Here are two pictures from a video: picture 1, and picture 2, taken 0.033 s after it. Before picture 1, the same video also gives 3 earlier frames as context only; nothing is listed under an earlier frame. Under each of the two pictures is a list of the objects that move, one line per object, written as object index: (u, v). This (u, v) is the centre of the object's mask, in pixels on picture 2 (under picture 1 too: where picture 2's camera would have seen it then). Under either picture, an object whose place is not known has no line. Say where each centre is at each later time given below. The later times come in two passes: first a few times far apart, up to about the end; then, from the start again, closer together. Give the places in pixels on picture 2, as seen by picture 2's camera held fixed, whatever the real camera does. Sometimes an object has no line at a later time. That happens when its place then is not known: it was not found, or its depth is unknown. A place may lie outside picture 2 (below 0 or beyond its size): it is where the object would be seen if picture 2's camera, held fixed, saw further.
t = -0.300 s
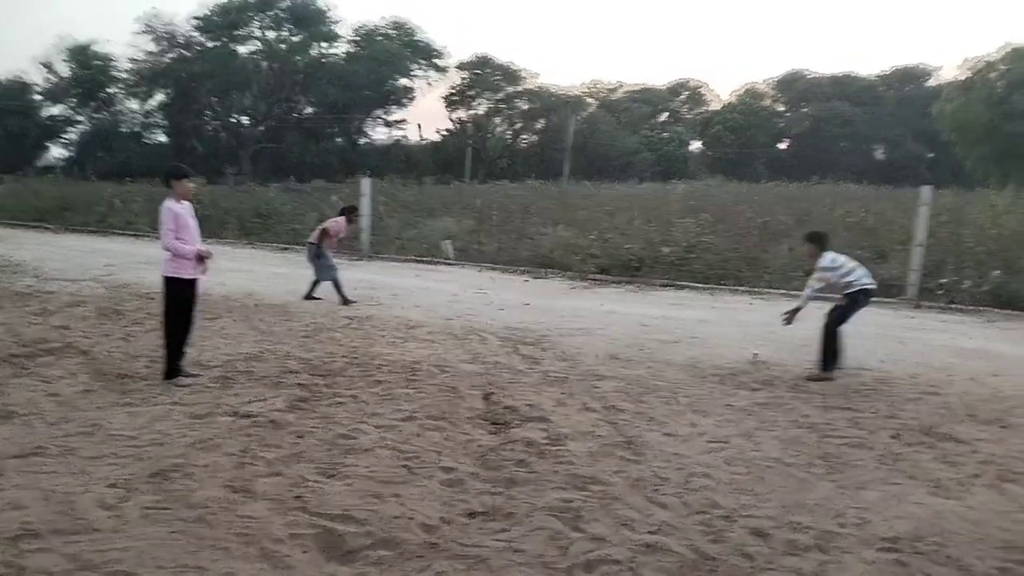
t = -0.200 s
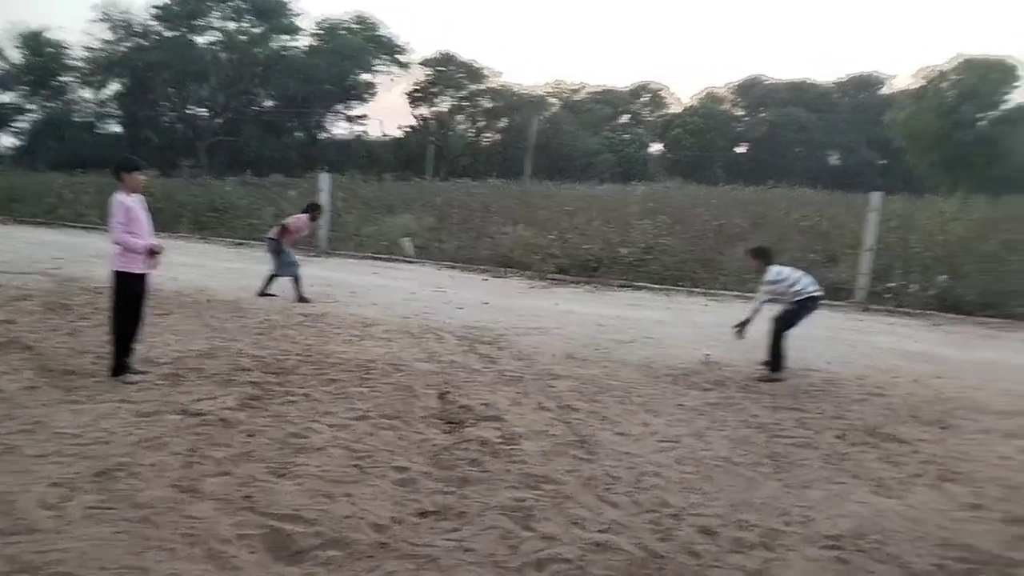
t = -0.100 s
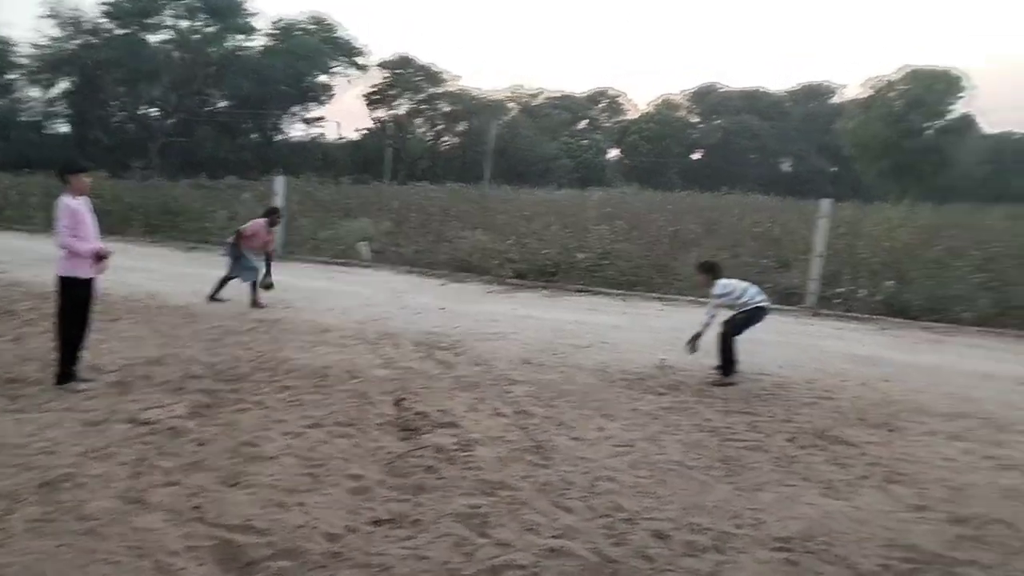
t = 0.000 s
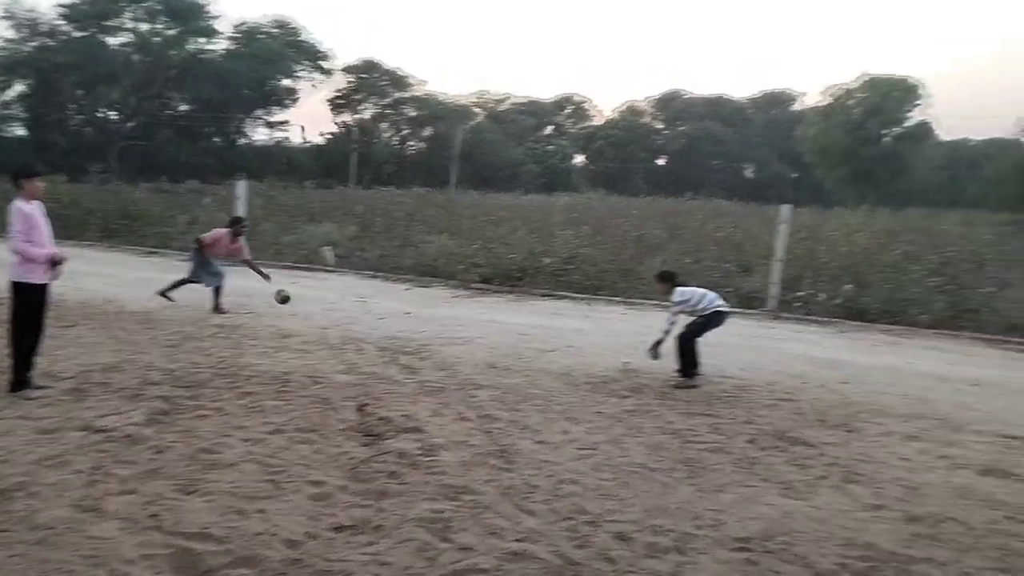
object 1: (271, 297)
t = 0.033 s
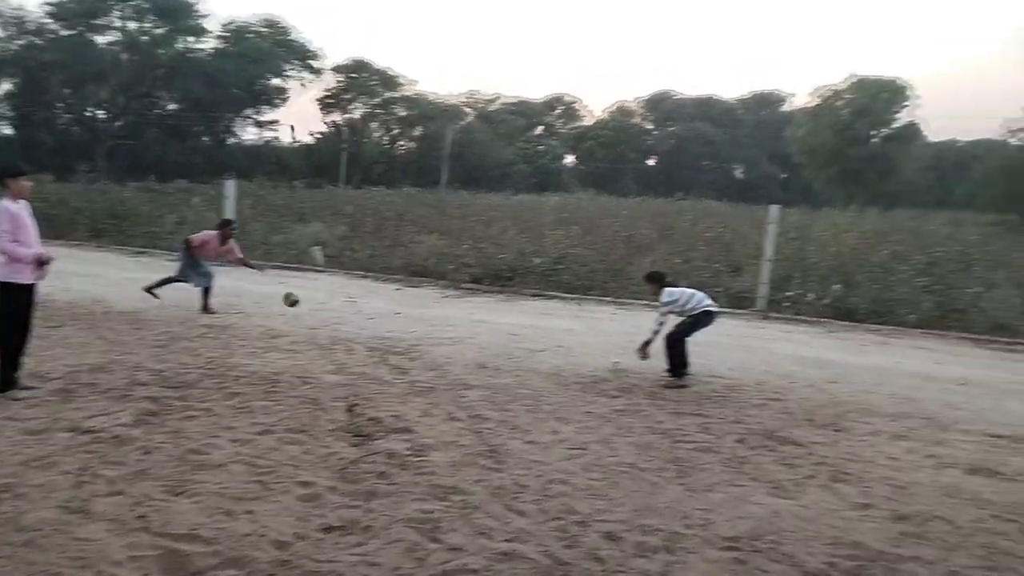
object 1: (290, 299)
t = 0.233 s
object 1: (412, 330)
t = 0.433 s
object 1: (504, 346)
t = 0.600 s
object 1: (571, 356)
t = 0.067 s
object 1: (311, 303)
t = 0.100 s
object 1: (331, 308)
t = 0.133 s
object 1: (351, 312)
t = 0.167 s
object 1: (373, 321)
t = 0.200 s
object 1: (395, 328)
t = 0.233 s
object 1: (412, 330)
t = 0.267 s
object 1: (425, 329)
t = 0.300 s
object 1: (441, 330)
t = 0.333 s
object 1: (457, 333)
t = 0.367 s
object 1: (473, 337)
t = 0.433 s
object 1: (504, 346)
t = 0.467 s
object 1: (518, 346)
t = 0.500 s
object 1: (531, 349)
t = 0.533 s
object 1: (544, 350)
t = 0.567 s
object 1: (557, 353)
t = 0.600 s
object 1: (571, 356)
